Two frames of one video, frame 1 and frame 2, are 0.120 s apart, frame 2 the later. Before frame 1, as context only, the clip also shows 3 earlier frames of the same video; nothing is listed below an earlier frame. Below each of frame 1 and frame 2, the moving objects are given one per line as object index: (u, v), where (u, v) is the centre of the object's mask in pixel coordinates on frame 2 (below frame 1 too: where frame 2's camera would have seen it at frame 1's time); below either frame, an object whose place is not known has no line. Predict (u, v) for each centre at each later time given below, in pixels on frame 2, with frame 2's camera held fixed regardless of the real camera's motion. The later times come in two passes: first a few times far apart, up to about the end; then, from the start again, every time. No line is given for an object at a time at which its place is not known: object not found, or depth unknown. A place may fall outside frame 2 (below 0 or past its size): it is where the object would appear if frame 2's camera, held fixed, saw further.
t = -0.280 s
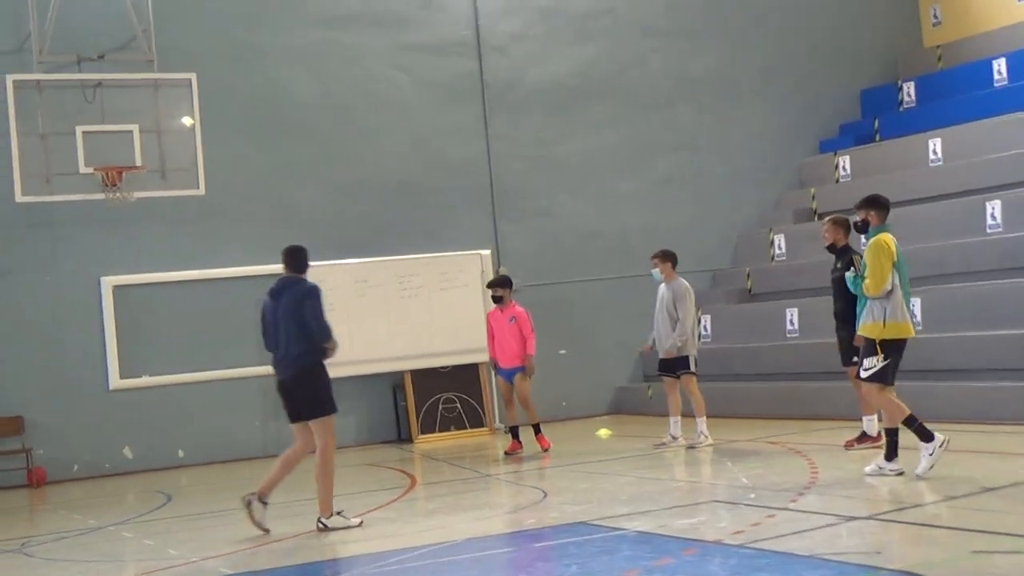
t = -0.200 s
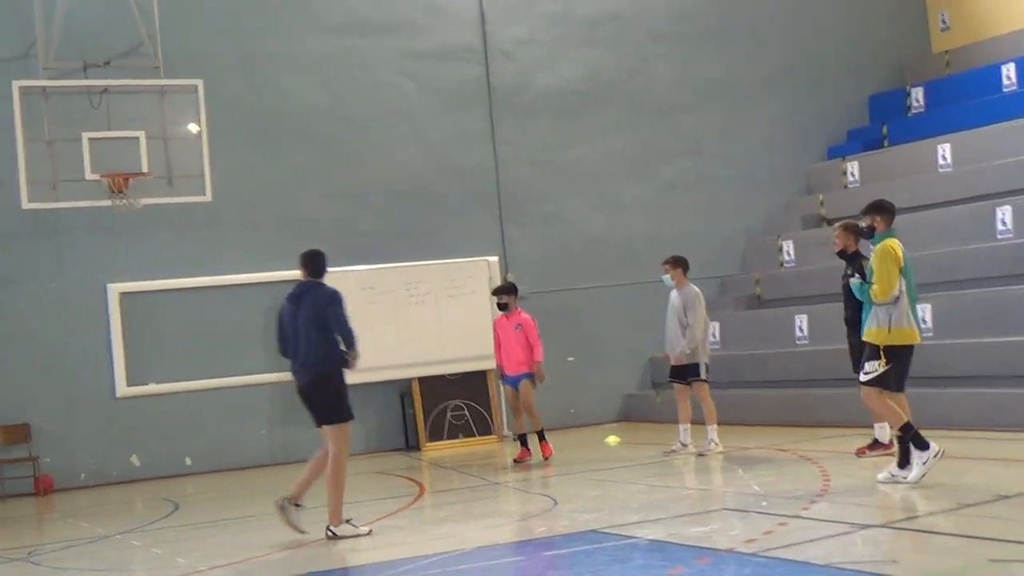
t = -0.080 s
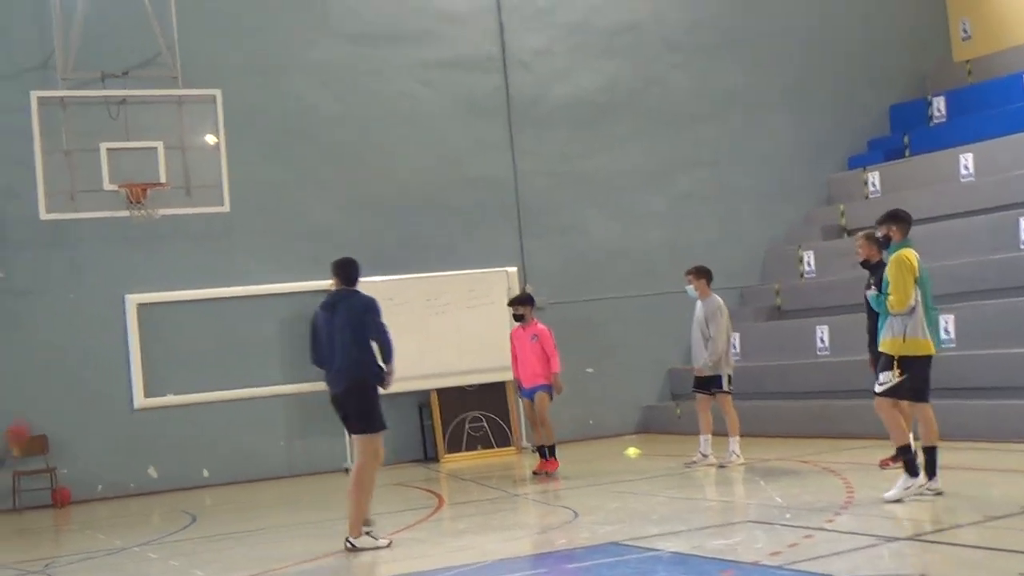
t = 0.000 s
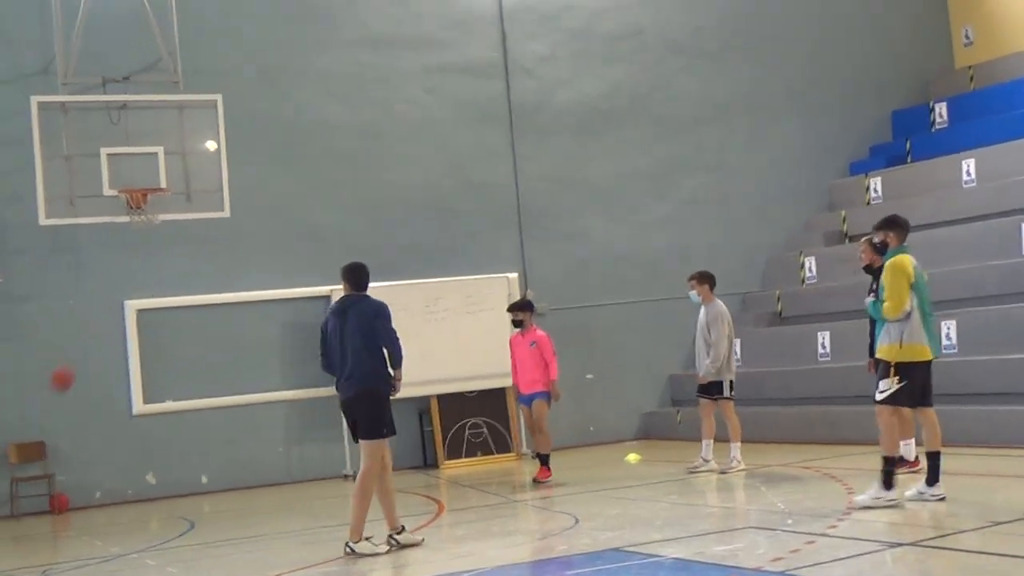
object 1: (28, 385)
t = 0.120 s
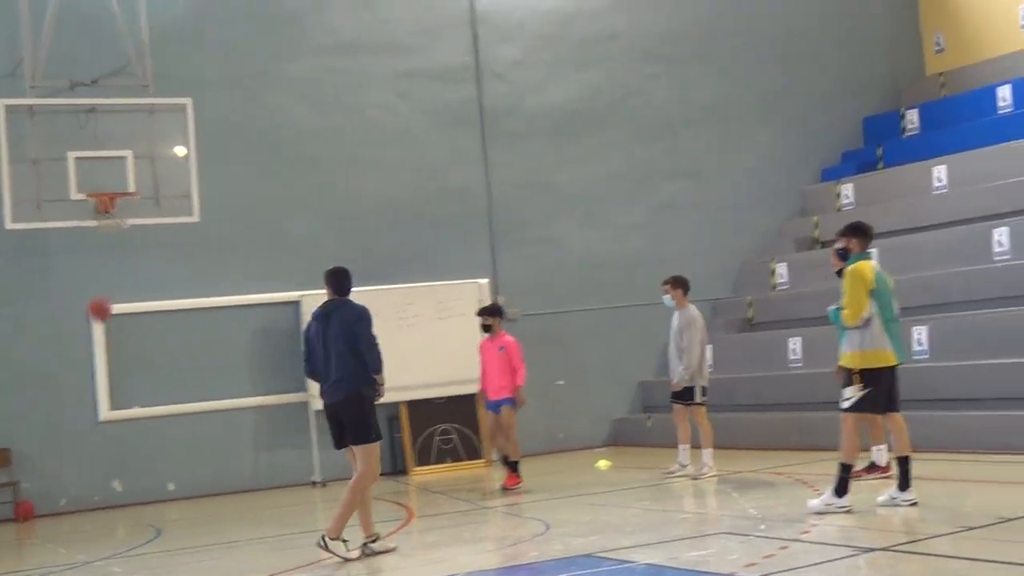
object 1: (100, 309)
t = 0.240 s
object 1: (170, 253)
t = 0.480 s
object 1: (311, 189)
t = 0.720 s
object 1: (449, 194)
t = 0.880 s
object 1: (546, 235)
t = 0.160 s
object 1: (123, 288)
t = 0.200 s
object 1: (147, 270)
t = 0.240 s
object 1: (170, 253)
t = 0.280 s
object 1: (194, 238)
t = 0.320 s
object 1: (217, 224)
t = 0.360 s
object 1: (241, 213)
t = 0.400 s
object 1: (263, 203)
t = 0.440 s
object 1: (288, 195)
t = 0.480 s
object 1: (311, 189)
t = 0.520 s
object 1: (333, 186)
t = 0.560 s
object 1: (357, 183)
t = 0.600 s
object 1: (378, 183)
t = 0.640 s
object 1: (403, 186)
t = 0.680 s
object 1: (425, 188)
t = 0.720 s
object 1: (449, 194)
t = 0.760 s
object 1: (475, 202)
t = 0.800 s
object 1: (499, 211)
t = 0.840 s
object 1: (522, 222)
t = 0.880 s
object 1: (546, 235)
